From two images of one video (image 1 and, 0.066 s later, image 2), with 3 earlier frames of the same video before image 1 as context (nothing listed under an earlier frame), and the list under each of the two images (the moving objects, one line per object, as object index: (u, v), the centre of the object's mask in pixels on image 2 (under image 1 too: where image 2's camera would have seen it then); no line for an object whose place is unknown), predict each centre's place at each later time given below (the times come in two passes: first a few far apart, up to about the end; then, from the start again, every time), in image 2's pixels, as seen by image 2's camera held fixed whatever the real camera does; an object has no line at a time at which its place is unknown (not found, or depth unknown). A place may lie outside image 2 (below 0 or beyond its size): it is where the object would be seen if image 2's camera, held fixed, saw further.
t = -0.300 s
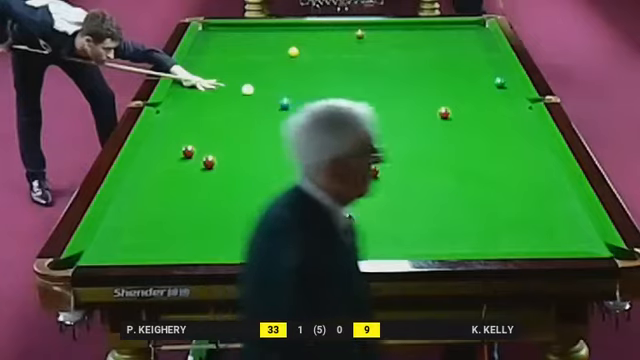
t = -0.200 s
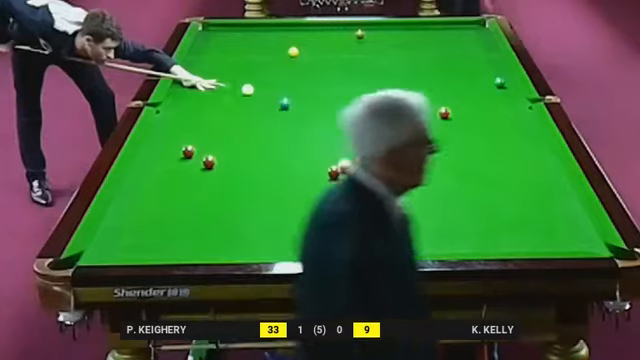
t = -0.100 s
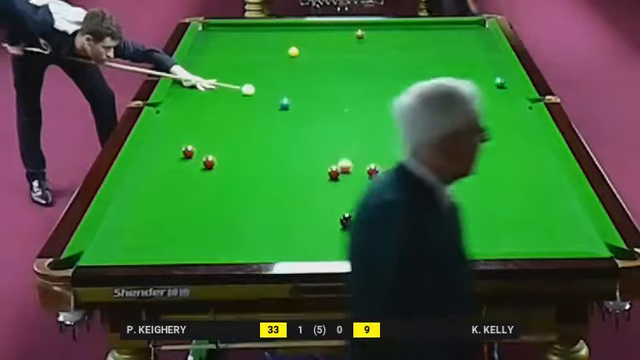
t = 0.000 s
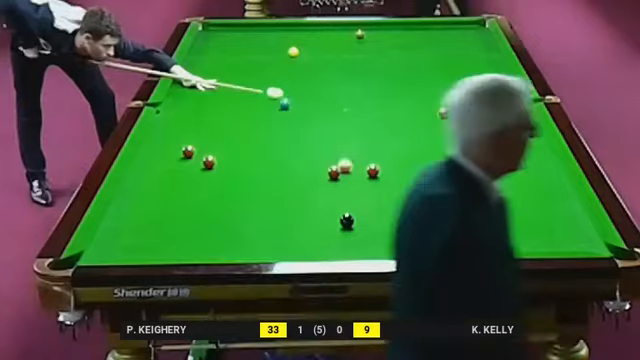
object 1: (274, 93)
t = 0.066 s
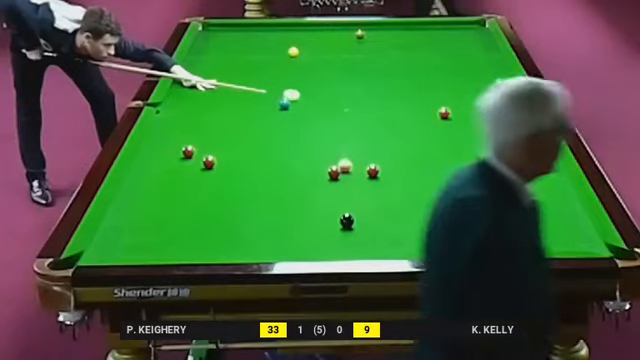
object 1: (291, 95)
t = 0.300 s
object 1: (349, 102)
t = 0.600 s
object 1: (424, 112)
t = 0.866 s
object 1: (459, 125)
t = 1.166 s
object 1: (497, 139)
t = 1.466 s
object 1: (537, 155)
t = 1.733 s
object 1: (547, 168)
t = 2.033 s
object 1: (534, 181)
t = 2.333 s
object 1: (521, 193)
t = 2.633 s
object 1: (507, 206)
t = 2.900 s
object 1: (495, 217)
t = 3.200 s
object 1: (482, 229)
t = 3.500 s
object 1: (469, 240)
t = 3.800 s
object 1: (457, 248)
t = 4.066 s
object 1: (446, 245)
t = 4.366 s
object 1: (437, 241)
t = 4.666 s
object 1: (428, 237)
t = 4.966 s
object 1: (422, 233)
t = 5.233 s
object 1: (417, 231)
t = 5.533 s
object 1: (414, 230)
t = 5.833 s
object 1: (412, 229)
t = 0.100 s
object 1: (299, 96)
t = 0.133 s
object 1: (307, 97)
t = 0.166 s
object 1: (315, 98)
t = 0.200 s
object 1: (324, 99)
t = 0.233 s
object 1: (332, 100)
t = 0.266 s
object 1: (340, 101)
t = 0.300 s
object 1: (349, 102)
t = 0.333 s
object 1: (357, 103)
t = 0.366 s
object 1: (365, 104)
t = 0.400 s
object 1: (373, 105)
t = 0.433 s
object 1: (382, 106)
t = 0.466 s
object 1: (390, 107)
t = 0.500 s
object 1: (399, 108)
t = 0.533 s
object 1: (407, 110)
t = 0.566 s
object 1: (416, 111)
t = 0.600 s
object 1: (424, 112)
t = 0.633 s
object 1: (432, 113)
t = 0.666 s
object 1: (436, 115)
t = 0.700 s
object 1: (440, 117)
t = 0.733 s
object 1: (444, 118)
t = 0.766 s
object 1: (447, 120)
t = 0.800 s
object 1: (452, 121)
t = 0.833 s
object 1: (456, 123)
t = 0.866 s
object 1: (459, 125)
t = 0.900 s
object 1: (464, 126)
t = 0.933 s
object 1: (468, 128)
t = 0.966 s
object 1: (472, 129)
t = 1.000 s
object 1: (476, 131)
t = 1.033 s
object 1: (481, 133)
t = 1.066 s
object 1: (485, 135)
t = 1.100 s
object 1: (489, 136)
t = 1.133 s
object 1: (493, 138)
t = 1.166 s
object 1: (497, 139)
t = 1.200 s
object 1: (502, 141)
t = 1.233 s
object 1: (506, 143)
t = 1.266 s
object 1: (510, 145)
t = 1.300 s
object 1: (515, 146)
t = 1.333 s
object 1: (519, 148)
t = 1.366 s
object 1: (523, 150)
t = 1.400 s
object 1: (528, 151)
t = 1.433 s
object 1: (532, 153)
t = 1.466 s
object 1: (537, 155)
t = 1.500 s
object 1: (541, 157)
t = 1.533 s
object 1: (546, 158)
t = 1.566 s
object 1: (550, 160)
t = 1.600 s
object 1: (553, 162)
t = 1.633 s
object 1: (551, 163)
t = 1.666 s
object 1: (550, 165)
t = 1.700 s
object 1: (549, 166)
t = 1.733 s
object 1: (547, 168)
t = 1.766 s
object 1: (546, 169)
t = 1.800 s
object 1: (544, 171)
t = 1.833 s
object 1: (543, 172)
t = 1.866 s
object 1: (541, 173)
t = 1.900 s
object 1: (540, 175)
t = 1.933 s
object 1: (539, 176)
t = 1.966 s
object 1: (537, 178)
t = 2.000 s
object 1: (535, 179)
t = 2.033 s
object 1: (534, 181)
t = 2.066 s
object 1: (533, 182)
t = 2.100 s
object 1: (531, 183)
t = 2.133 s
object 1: (530, 185)
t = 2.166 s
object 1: (528, 186)
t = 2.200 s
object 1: (526, 188)
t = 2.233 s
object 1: (525, 189)
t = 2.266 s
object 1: (523, 190)
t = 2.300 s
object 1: (522, 192)
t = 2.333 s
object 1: (521, 193)
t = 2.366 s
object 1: (519, 194)
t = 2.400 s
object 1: (518, 196)
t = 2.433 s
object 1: (516, 197)
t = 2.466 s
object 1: (515, 199)
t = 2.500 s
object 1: (513, 200)
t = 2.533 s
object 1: (511, 202)
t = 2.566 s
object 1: (510, 203)
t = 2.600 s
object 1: (509, 204)
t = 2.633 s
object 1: (507, 206)
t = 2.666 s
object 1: (505, 207)
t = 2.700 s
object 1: (504, 209)
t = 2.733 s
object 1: (503, 210)
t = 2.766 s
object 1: (501, 211)
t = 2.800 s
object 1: (500, 213)
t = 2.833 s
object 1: (498, 214)
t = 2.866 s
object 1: (497, 215)
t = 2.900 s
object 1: (495, 217)
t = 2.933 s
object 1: (494, 218)
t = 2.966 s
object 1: (492, 220)
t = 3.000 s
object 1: (491, 221)
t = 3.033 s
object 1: (489, 222)
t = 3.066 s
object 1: (488, 224)
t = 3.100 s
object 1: (486, 225)
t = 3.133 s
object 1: (485, 226)
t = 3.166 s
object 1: (484, 228)
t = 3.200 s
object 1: (482, 229)
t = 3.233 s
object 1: (480, 230)
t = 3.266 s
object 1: (479, 232)
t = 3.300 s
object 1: (478, 233)
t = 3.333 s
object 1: (476, 234)
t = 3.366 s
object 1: (475, 235)
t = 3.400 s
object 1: (474, 237)
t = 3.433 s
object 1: (472, 238)
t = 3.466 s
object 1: (470, 239)
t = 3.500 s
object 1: (469, 240)
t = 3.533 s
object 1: (468, 242)
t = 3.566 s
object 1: (467, 242)
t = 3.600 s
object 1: (465, 243)
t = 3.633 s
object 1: (463, 244)
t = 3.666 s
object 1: (462, 245)
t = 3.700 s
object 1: (461, 246)
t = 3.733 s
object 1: (459, 247)
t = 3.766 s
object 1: (458, 248)
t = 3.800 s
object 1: (457, 248)
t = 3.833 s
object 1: (455, 249)
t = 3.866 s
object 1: (454, 249)
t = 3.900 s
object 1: (453, 248)
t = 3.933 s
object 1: (451, 247)
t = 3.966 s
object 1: (450, 247)
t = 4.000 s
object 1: (449, 246)
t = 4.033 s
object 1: (448, 245)
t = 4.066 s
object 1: (446, 245)
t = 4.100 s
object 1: (446, 245)
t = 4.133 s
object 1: (444, 244)
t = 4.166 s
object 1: (443, 244)
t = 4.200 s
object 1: (442, 243)
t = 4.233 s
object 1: (441, 243)
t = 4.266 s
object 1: (440, 243)
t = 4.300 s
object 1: (439, 243)
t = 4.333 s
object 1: (438, 242)
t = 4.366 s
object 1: (437, 241)
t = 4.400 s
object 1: (436, 241)
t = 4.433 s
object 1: (435, 240)
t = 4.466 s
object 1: (434, 240)
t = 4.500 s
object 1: (433, 240)
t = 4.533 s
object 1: (432, 239)
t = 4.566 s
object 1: (431, 238)
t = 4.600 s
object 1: (430, 238)
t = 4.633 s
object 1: (430, 237)
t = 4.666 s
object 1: (428, 237)
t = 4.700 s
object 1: (427, 236)
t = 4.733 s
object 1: (427, 236)
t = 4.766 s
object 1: (426, 235)
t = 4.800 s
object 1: (425, 235)
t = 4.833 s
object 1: (424, 234)
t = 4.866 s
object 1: (424, 234)
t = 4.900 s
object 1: (423, 234)
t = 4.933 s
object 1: (422, 234)
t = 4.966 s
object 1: (422, 233)
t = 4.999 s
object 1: (421, 233)
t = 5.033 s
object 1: (421, 233)
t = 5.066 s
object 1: (420, 232)
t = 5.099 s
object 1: (419, 232)
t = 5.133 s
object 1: (419, 231)
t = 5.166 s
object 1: (418, 231)
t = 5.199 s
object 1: (418, 231)
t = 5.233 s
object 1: (417, 231)
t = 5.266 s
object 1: (417, 231)
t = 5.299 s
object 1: (416, 231)
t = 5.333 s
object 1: (416, 230)
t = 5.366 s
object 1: (415, 230)
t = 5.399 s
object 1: (415, 230)
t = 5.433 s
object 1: (414, 230)
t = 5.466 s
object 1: (414, 230)
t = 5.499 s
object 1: (414, 229)
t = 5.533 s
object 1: (414, 230)
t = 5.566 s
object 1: (414, 229)
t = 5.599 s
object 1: (413, 229)
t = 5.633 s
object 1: (413, 229)
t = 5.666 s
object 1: (413, 229)
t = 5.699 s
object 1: (413, 229)
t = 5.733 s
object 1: (412, 229)
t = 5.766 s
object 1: (412, 229)
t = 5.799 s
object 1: (412, 229)
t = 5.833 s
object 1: (412, 229)
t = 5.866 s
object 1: (412, 229)
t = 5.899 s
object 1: (412, 229)
